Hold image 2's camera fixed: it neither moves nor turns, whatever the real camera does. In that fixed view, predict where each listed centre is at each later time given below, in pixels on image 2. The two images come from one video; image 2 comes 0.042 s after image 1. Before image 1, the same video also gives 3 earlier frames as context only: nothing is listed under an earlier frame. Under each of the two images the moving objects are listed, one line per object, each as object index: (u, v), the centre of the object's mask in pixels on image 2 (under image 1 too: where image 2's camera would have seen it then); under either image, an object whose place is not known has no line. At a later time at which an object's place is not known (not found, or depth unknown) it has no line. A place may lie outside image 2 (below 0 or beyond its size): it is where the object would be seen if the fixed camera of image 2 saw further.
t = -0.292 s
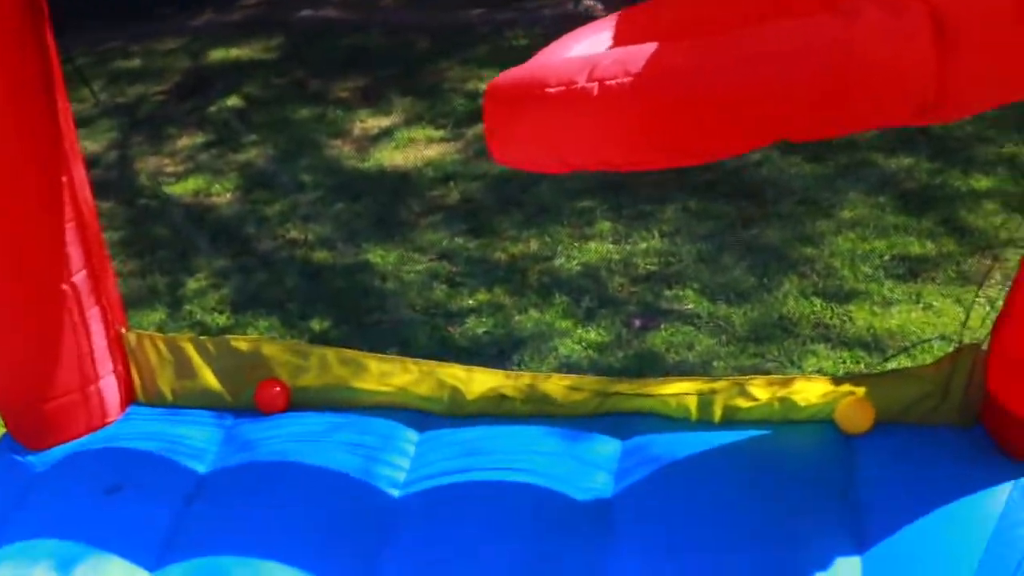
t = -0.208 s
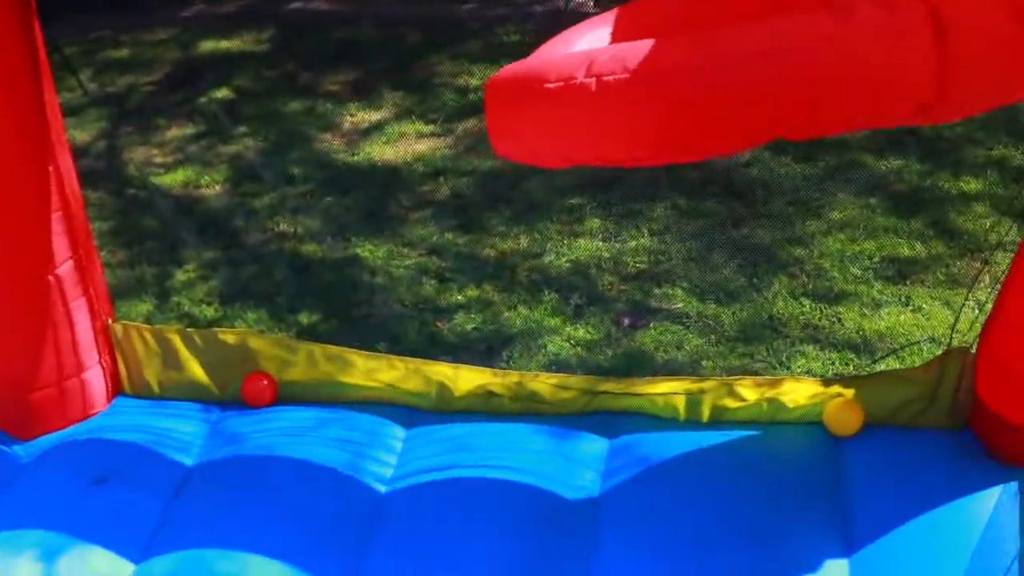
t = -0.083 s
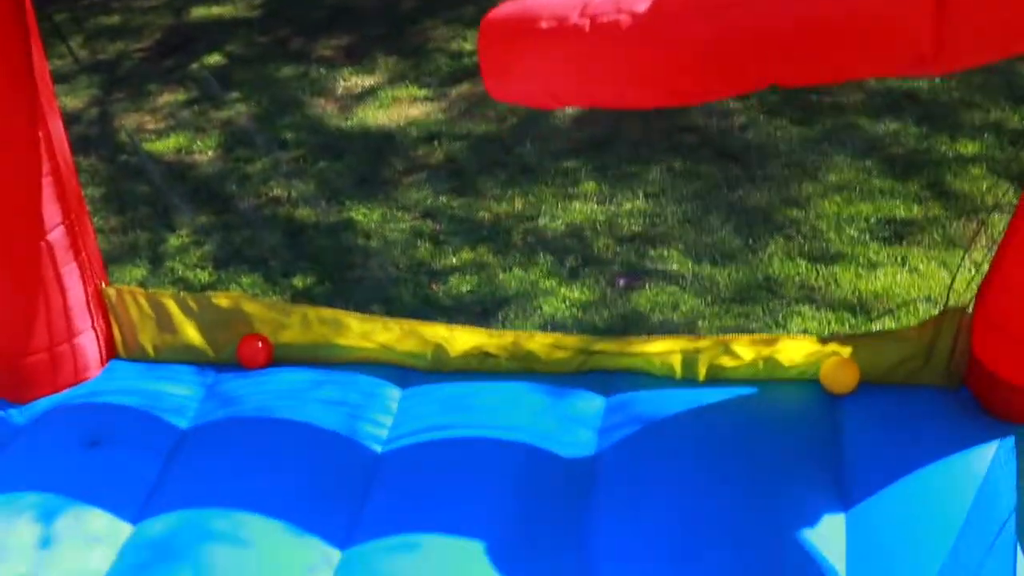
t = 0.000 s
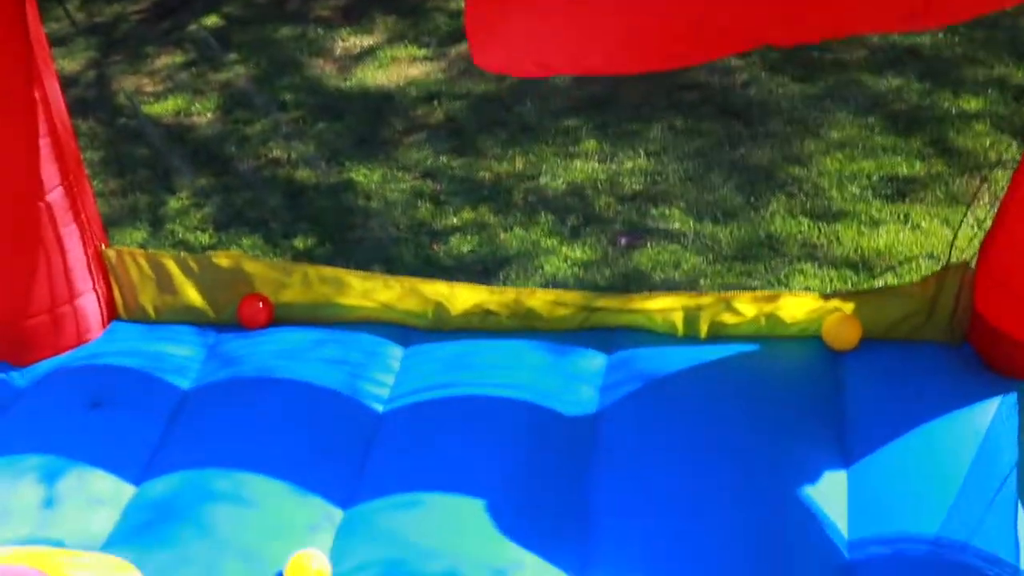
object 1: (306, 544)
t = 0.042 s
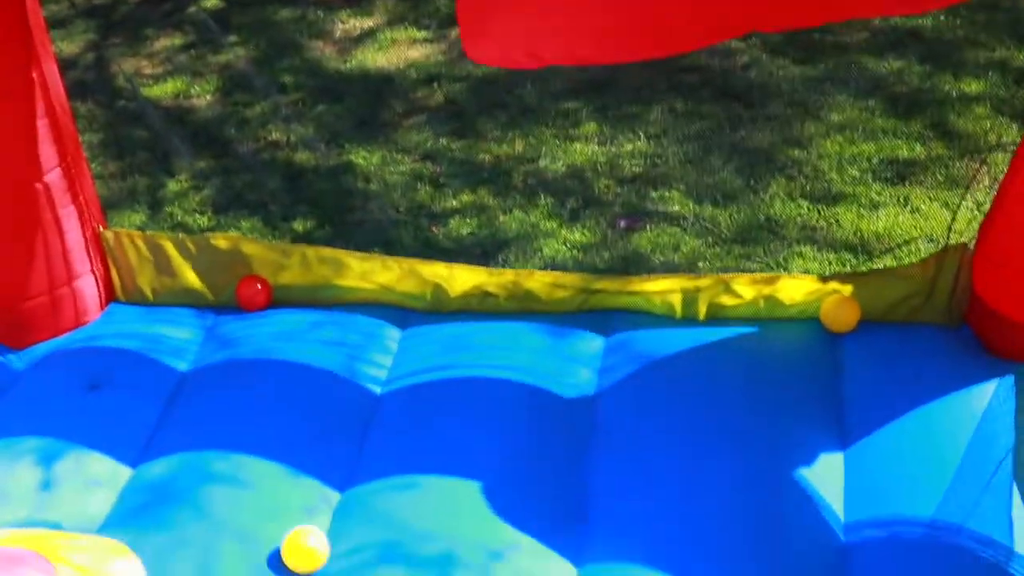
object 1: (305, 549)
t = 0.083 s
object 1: (307, 544)
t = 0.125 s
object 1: (310, 537)
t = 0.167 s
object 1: (312, 531)
